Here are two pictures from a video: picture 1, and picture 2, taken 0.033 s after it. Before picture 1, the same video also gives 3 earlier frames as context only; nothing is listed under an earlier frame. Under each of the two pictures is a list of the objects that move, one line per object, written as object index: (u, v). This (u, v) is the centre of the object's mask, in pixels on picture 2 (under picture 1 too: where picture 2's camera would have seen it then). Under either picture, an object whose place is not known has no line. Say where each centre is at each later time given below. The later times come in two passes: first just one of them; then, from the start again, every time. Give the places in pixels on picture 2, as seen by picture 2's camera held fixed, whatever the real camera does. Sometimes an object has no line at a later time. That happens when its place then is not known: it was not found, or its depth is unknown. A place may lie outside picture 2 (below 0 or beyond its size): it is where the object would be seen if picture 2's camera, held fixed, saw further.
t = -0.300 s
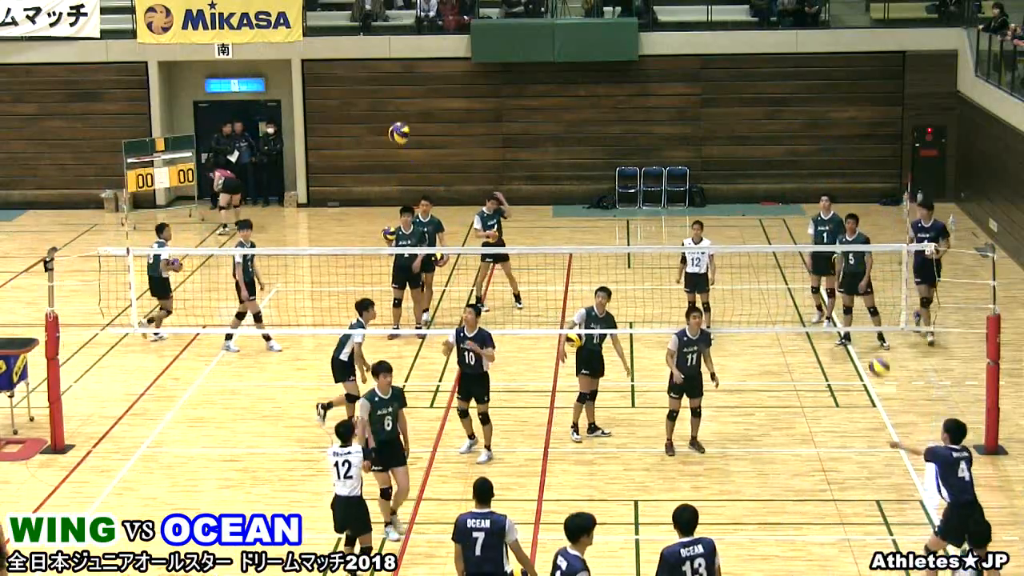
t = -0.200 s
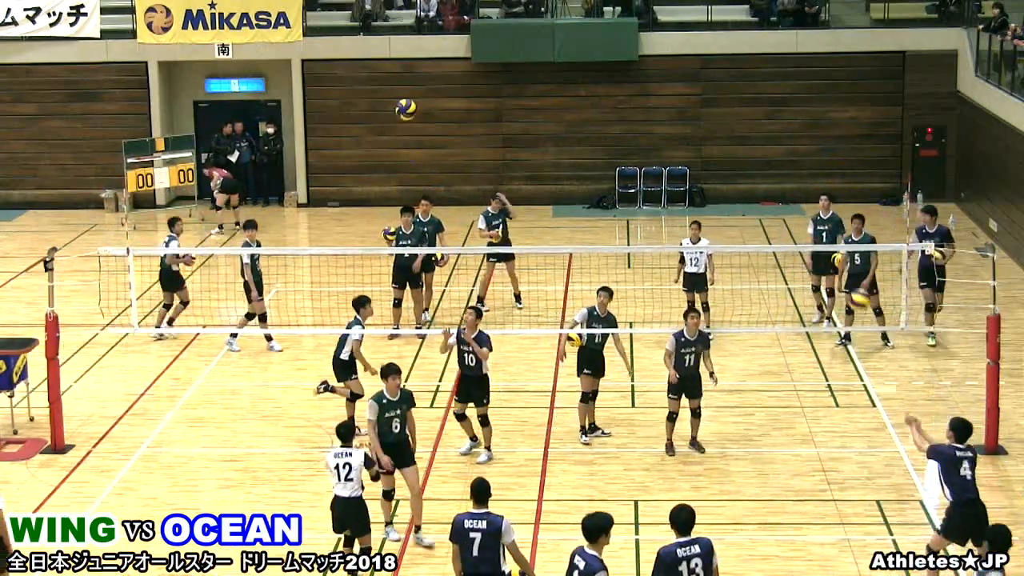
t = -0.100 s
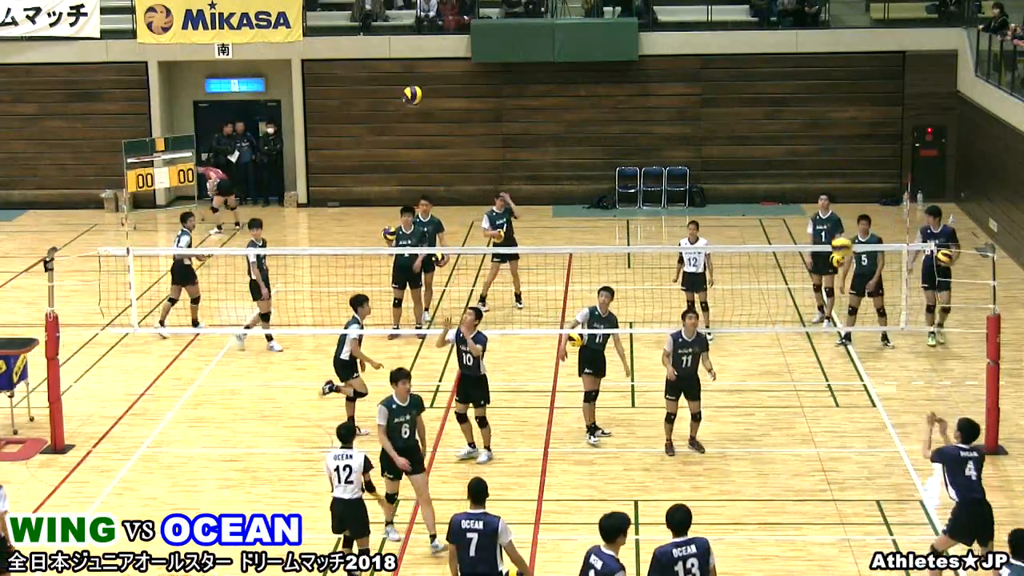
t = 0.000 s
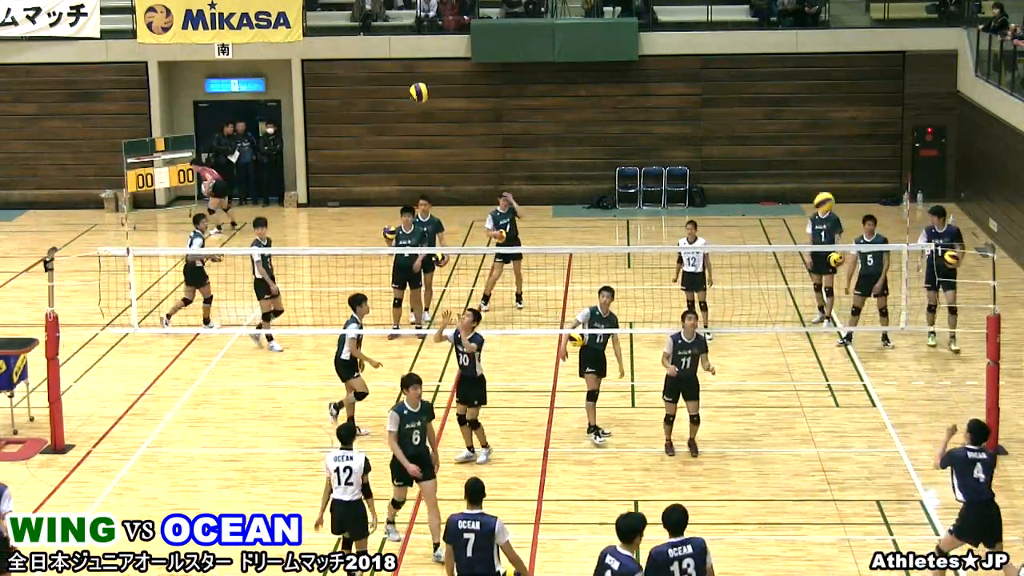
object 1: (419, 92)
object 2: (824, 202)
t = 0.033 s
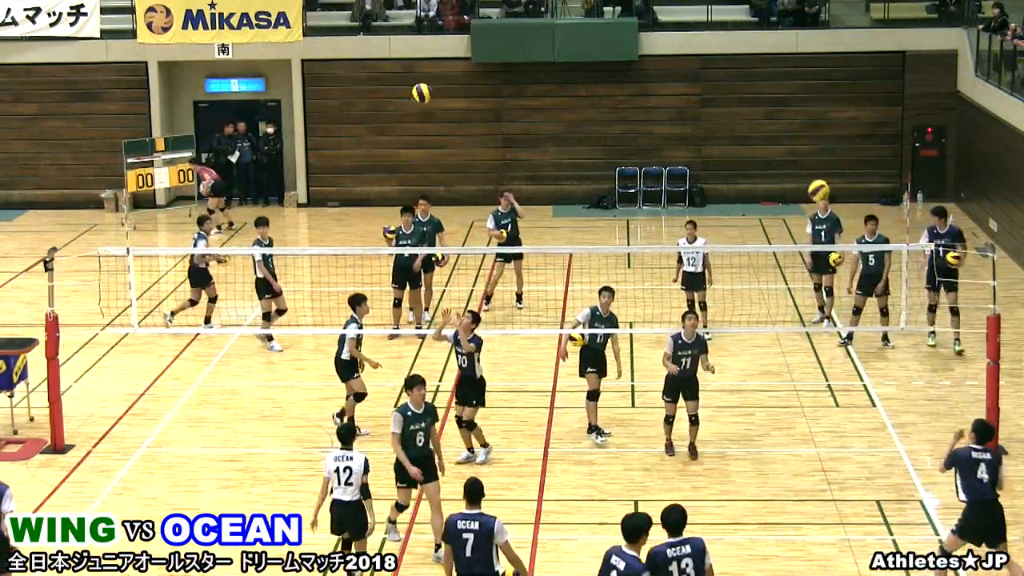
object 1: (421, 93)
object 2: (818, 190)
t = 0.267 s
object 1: (438, 127)
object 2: (781, 140)
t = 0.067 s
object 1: (424, 95)
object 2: (813, 179)
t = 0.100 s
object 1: (426, 98)
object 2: (807, 170)
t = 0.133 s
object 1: (428, 102)
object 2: (802, 161)
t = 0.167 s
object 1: (431, 107)
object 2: (797, 154)
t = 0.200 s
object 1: (433, 113)
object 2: (791, 148)
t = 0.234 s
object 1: (436, 120)
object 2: (786, 143)
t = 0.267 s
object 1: (438, 127)
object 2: (781, 140)
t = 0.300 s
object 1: (440, 136)
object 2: (775, 137)
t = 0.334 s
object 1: (442, 146)
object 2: (771, 136)
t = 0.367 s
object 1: (444, 156)
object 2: (766, 135)
